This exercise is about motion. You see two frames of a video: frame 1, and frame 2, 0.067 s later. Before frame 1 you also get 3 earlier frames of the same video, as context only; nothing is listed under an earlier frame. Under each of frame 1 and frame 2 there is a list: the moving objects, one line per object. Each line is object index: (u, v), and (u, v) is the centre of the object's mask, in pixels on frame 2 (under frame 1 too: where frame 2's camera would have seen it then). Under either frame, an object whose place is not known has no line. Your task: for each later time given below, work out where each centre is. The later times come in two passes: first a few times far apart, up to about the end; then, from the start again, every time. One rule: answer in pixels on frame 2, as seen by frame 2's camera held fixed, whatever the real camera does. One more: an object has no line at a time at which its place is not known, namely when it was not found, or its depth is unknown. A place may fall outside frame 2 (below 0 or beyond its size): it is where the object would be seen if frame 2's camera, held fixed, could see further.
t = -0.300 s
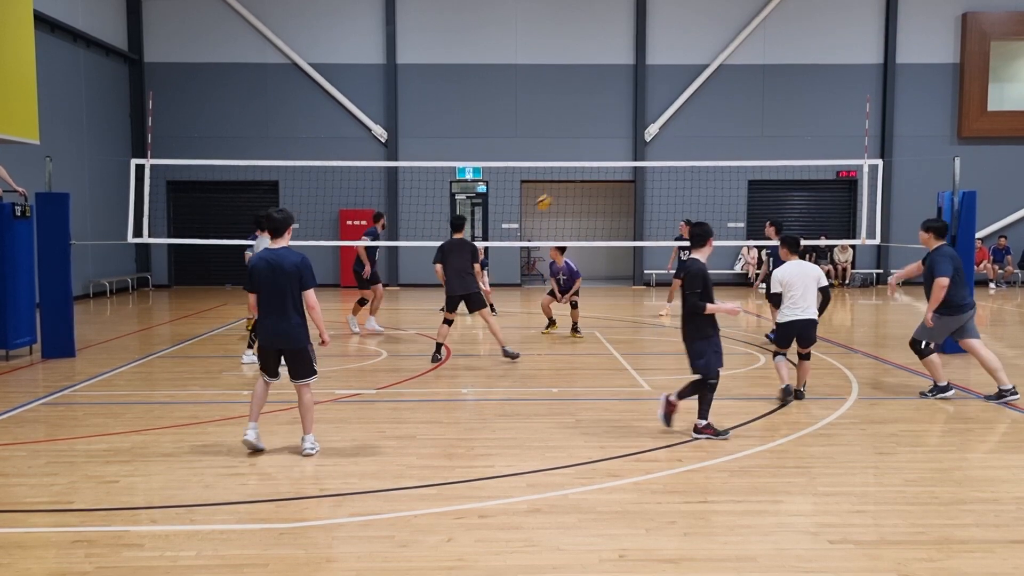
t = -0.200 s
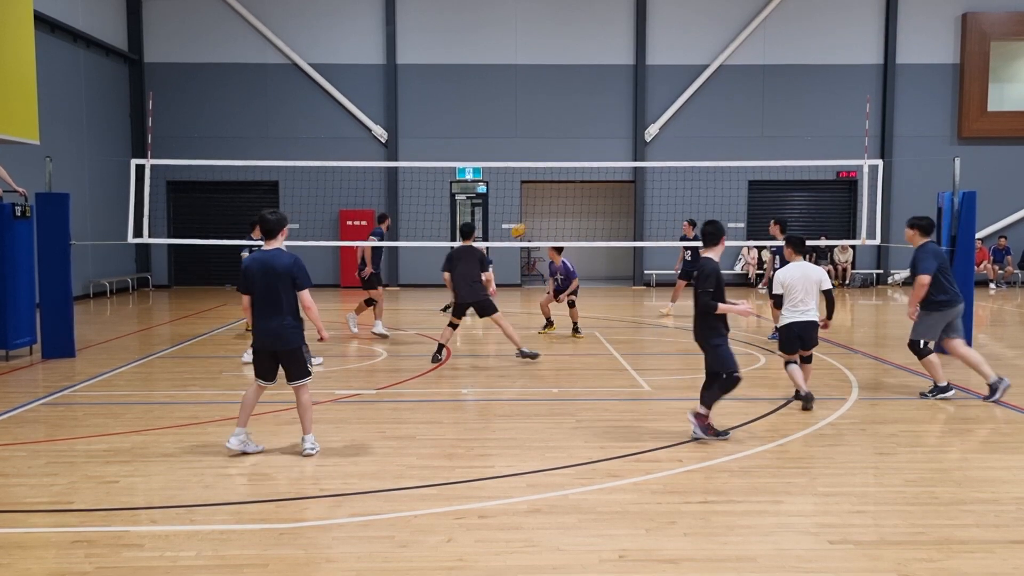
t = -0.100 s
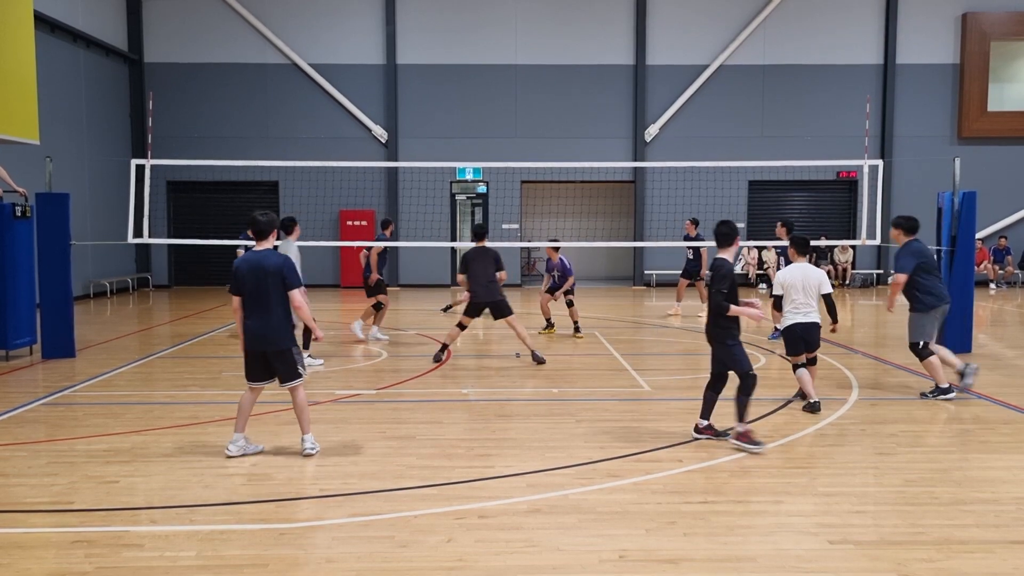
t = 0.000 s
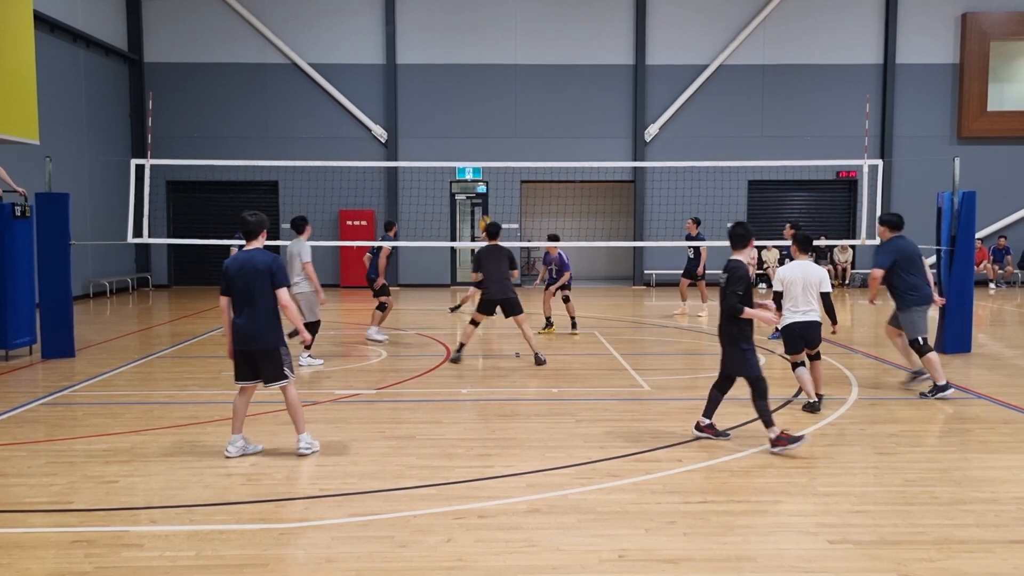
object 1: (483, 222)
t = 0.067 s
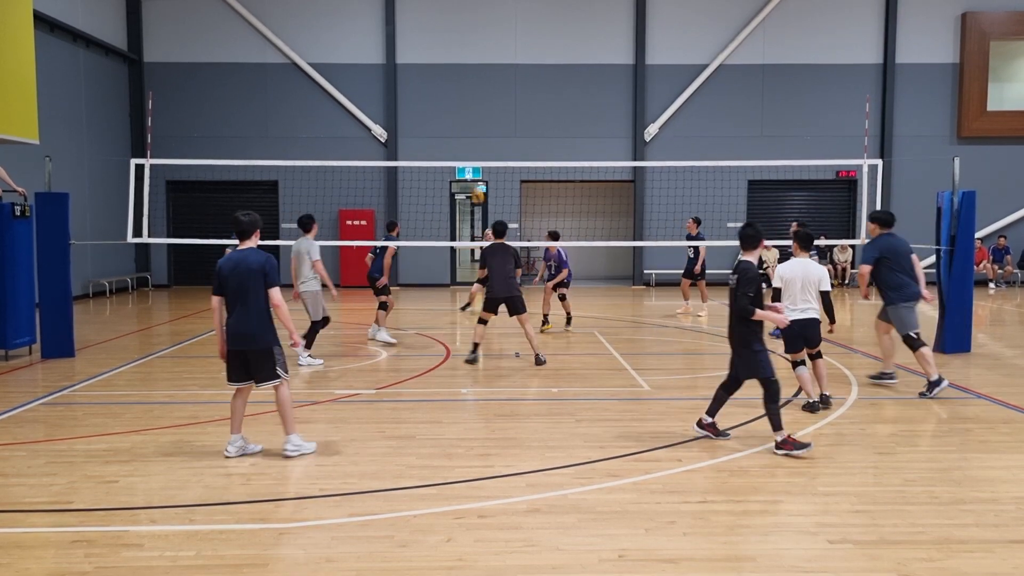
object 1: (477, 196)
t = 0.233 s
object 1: (459, 129)
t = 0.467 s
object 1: (431, 62)
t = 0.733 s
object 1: (395, 20)
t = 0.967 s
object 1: (363, 21)
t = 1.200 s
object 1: (328, 60)
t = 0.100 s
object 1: (474, 182)
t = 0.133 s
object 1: (469, 171)
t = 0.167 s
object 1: (467, 153)
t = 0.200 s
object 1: (463, 141)
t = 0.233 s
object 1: (459, 129)
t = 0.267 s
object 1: (455, 118)
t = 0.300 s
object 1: (451, 107)
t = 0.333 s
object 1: (447, 97)
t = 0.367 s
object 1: (443, 87)
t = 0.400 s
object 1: (439, 78)
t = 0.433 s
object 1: (435, 69)
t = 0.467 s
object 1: (431, 62)
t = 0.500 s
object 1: (426, 54)
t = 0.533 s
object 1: (422, 47)
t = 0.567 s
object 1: (418, 41)
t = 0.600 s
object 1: (413, 36)
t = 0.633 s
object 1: (409, 31)
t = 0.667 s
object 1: (405, 27)
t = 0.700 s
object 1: (400, 23)
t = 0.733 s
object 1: (395, 20)
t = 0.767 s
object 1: (391, 18)
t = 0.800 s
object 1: (387, 17)
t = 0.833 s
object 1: (382, 16)
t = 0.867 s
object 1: (377, 16)
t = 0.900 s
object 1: (373, 17)
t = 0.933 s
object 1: (367, 19)
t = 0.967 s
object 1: (363, 21)
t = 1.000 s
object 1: (358, 25)
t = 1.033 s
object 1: (353, 29)
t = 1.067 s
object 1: (348, 33)
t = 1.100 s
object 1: (343, 38)
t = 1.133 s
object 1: (338, 45)
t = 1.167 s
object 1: (333, 52)
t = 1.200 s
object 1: (328, 60)
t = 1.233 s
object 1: (324, 69)
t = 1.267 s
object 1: (319, 79)
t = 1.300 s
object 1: (314, 90)
